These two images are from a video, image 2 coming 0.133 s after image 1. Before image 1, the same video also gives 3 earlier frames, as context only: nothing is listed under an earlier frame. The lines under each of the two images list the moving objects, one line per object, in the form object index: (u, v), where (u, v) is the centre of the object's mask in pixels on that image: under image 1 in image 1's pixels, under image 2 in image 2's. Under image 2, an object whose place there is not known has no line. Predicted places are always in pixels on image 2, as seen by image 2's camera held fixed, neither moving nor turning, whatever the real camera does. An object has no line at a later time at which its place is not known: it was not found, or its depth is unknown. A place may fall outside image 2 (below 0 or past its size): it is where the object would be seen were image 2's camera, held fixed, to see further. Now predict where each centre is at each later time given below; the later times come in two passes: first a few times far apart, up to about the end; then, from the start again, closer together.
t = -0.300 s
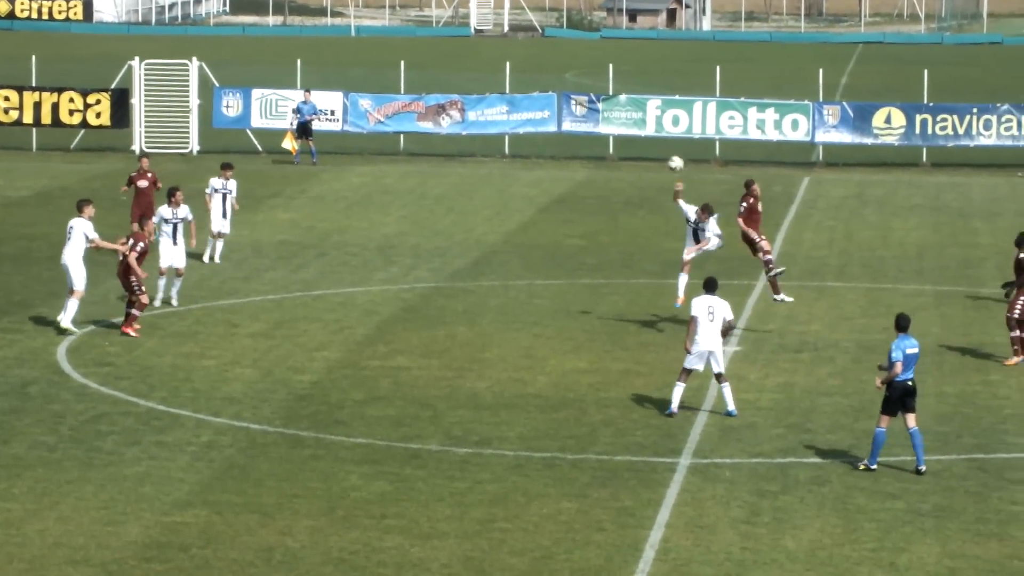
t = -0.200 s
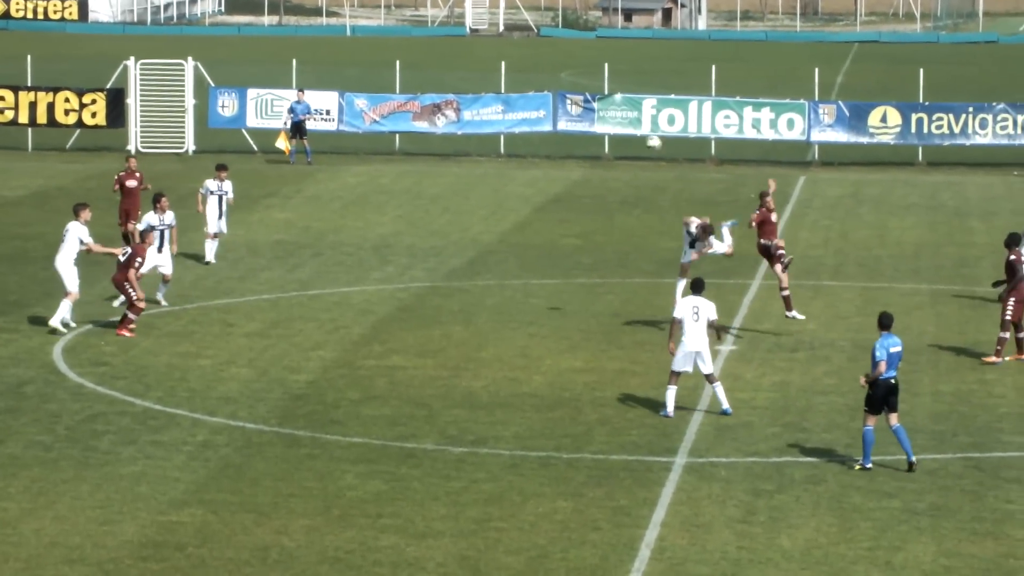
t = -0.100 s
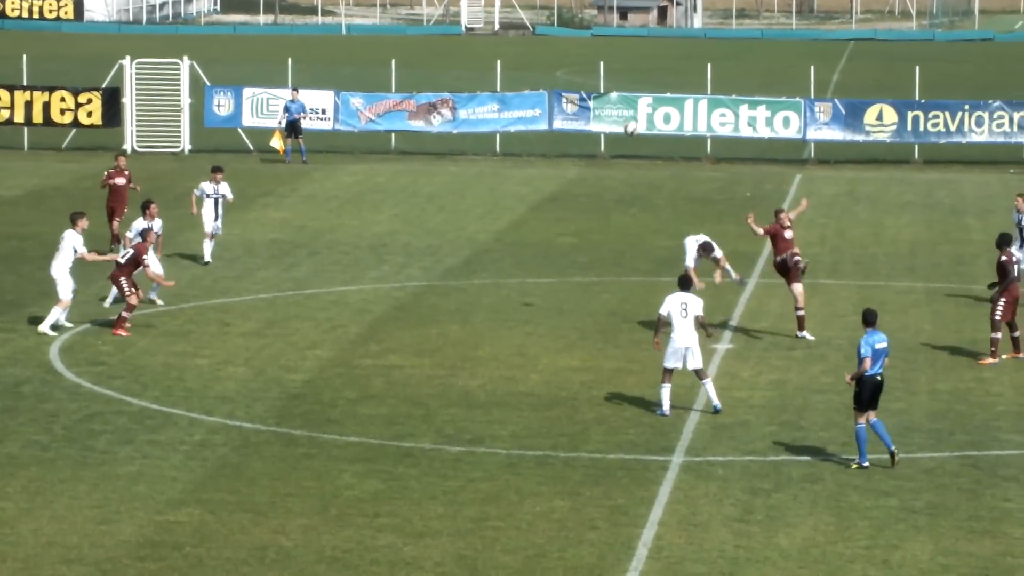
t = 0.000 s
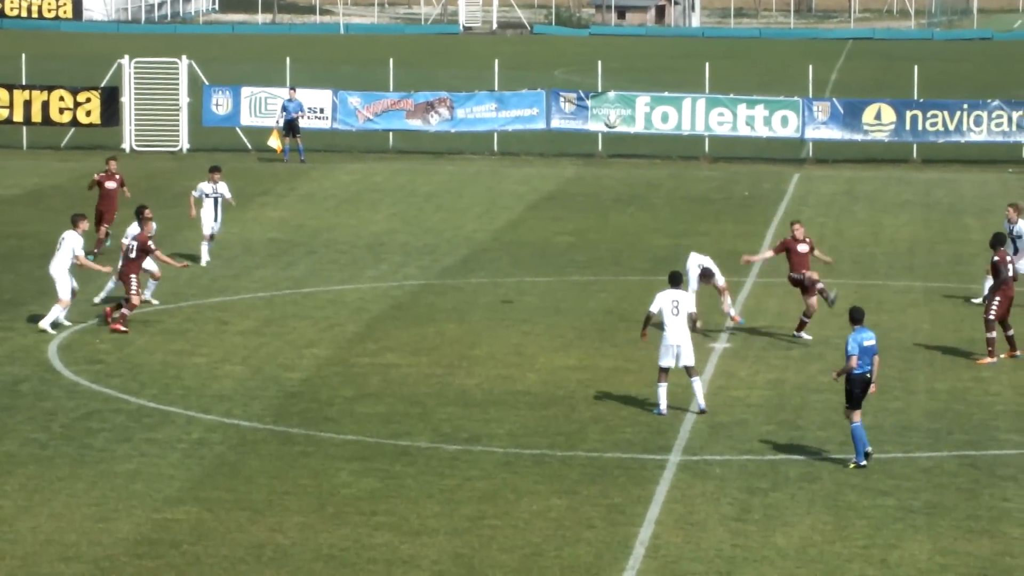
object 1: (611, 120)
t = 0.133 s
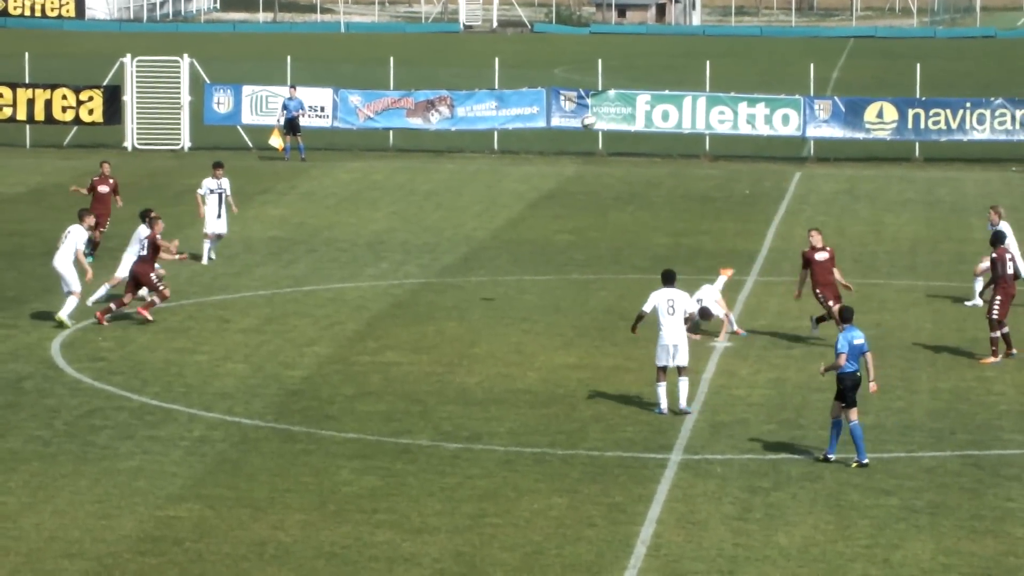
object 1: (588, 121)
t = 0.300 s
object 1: (562, 140)
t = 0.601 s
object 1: (511, 217)
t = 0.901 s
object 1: (468, 274)
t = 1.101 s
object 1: (438, 230)
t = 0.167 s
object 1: (583, 123)
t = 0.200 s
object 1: (577, 126)
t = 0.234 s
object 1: (573, 130)
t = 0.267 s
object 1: (567, 135)
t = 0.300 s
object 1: (562, 140)
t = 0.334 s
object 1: (557, 145)
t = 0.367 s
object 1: (551, 152)
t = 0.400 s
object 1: (546, 158)
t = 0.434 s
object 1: (539, 167)
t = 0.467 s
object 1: (533, 175)
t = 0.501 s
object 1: (525, 184)
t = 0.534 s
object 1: (519, 194)
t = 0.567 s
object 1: (515, 205)
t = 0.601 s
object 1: (511, 217)
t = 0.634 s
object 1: (506, 230)
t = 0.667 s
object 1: (501, 245)
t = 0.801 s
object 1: (482, 305)
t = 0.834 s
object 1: (478, 293)
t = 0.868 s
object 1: (473, 283)
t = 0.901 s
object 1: (468, 274)
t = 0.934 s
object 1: (463, 265)
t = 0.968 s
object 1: (459, 256)
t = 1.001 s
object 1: (453, 248)
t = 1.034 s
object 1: (448, 242)
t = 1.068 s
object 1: (443, 235)
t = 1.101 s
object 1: (438, 230)
